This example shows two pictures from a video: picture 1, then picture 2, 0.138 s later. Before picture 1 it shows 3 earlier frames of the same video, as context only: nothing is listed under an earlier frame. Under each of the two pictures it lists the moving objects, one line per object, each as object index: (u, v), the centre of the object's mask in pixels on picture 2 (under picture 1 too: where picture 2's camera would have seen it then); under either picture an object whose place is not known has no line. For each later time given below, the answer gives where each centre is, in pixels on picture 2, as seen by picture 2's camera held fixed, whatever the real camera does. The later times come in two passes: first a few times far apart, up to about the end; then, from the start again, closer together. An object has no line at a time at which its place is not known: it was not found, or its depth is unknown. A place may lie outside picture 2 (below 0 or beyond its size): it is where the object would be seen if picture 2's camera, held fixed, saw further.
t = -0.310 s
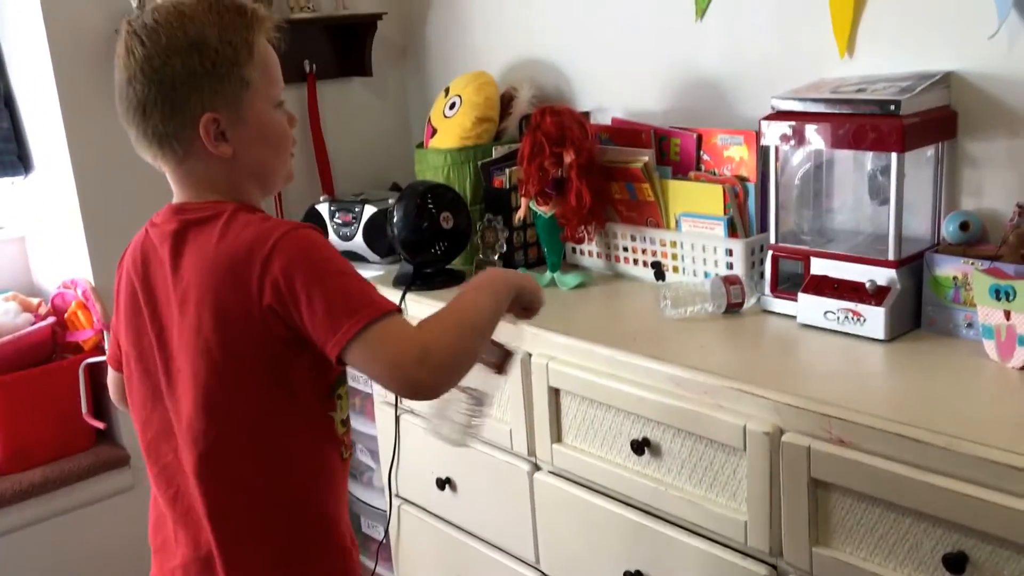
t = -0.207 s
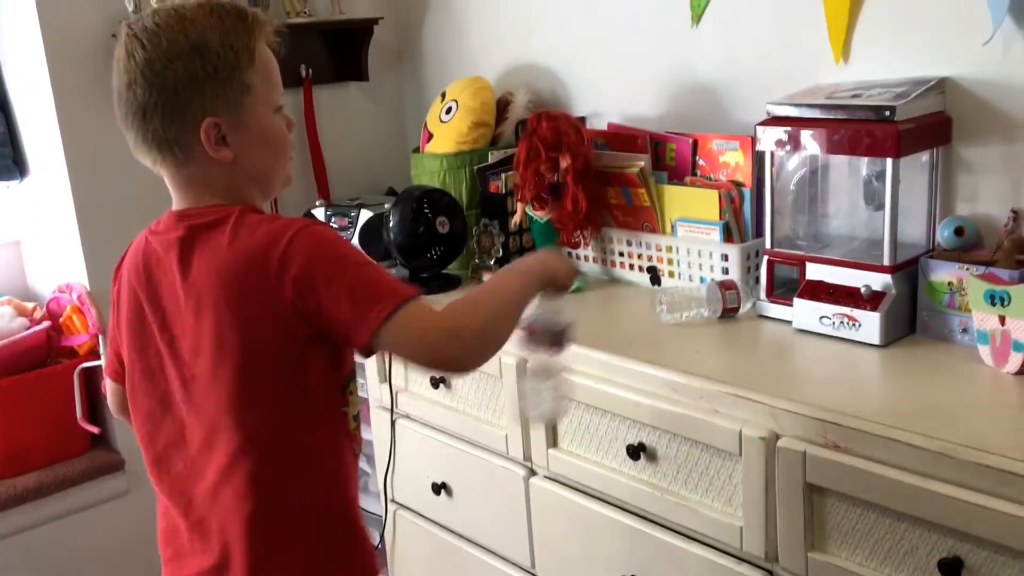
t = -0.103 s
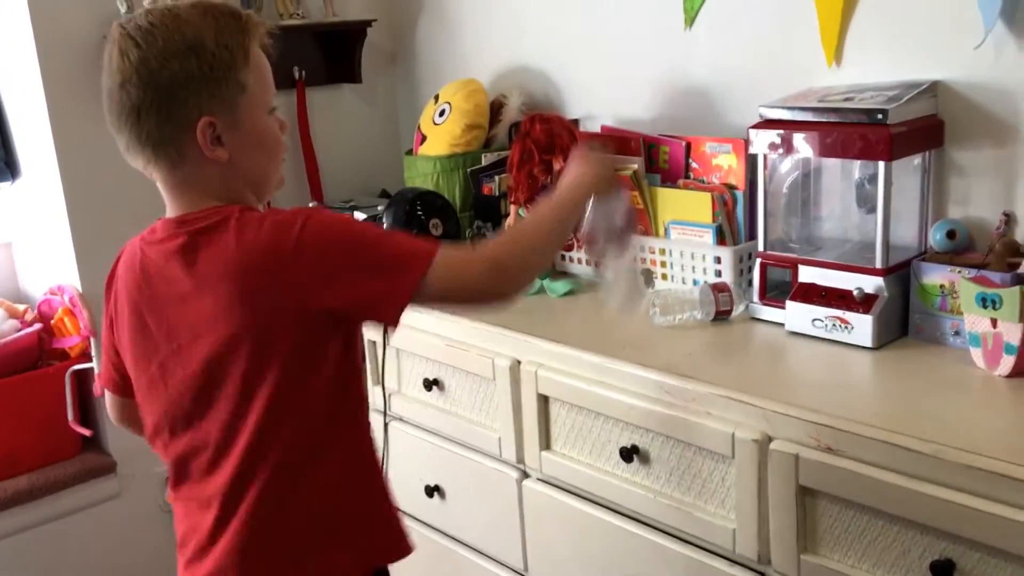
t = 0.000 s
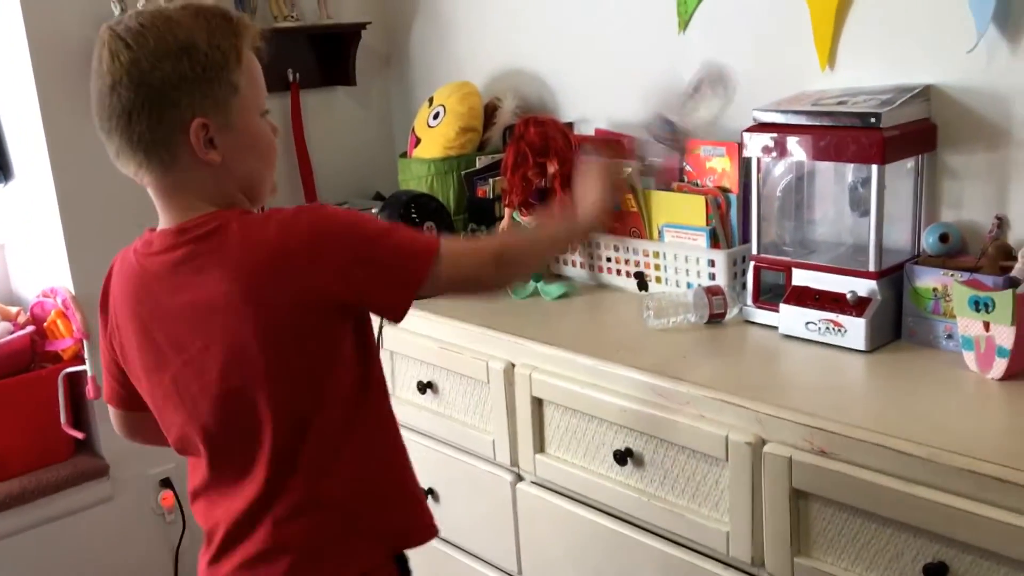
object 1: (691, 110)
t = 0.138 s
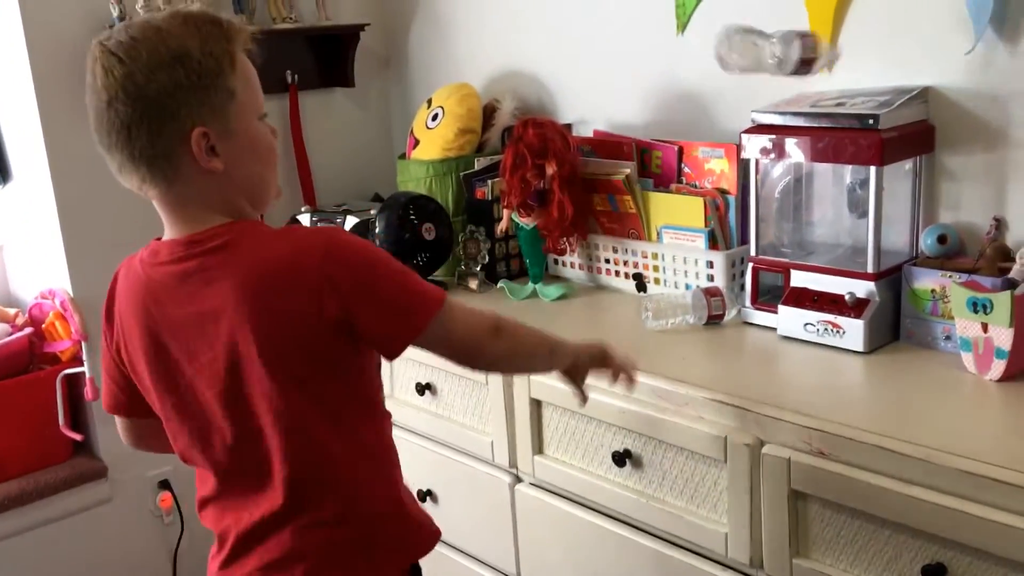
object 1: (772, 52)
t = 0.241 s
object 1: (810, 85)
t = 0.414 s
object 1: (765, 137)
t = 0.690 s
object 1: (736, 358)
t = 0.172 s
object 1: (785, 56)
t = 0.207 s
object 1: (796, 68)
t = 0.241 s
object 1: (810, 85)
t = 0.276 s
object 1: (818, 102)
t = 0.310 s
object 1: (805, 105)
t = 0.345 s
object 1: (796, 114)
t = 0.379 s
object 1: (786, 128)
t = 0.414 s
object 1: (765, 137)
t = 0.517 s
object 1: (751, 281)
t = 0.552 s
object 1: (738, 336)
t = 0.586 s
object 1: (729, 353)
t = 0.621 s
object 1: (734, 353)
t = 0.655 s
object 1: (735, 355)
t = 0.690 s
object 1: (736, 358)
